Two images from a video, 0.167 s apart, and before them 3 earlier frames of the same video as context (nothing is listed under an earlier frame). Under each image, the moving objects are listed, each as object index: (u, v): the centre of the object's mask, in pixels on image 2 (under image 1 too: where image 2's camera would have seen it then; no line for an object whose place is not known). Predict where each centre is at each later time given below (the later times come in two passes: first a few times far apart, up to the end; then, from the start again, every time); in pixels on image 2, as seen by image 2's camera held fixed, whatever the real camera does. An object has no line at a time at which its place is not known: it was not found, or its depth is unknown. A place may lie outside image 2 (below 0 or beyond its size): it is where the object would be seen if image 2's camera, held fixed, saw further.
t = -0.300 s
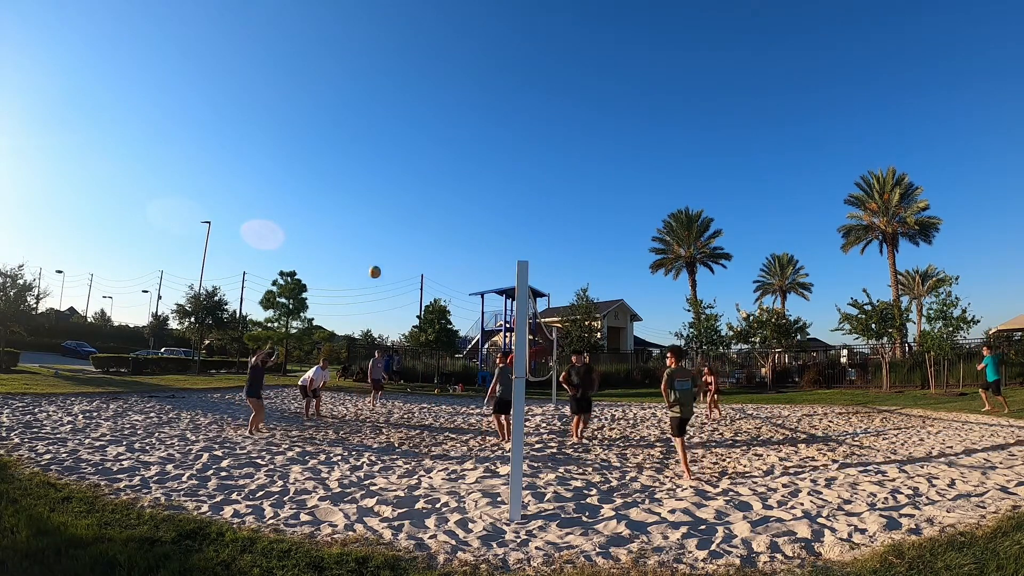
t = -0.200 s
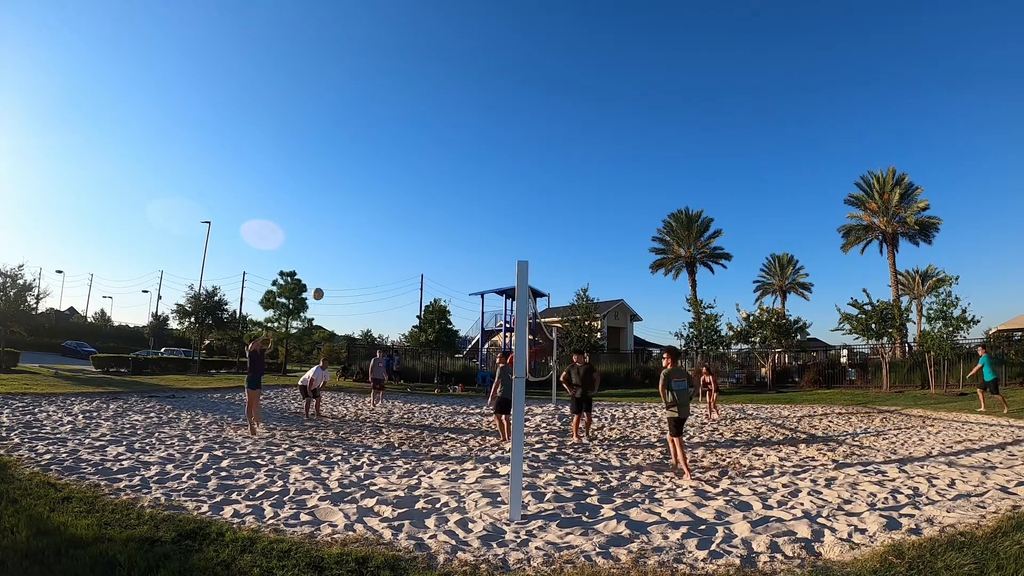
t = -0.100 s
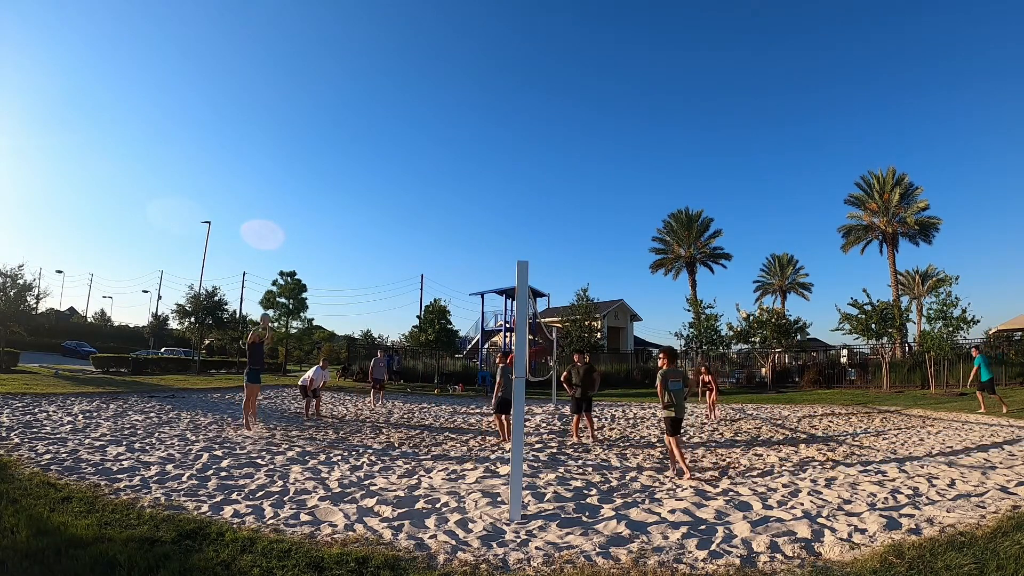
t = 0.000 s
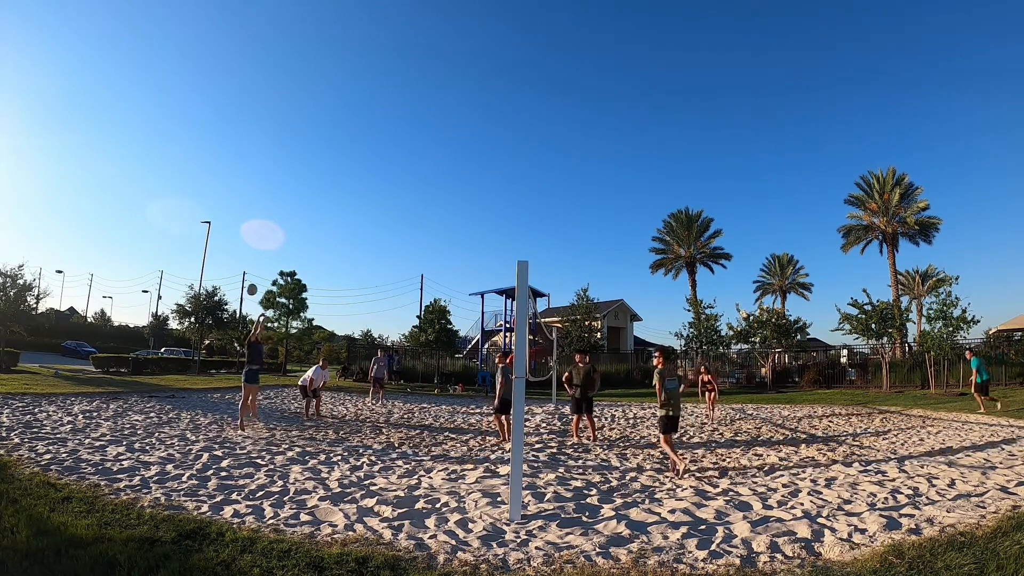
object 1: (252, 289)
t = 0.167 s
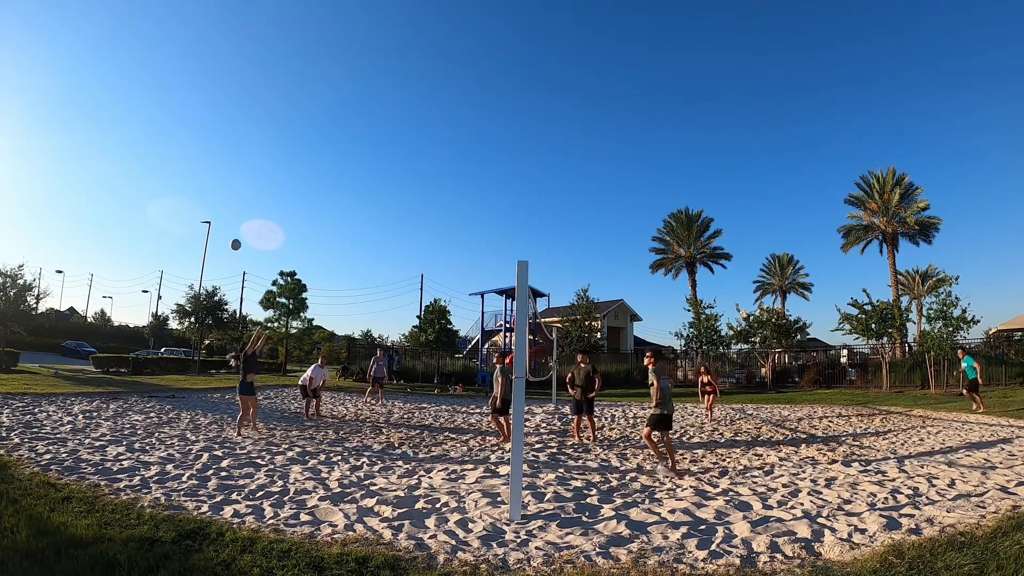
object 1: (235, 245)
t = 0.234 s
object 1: (229, 232)
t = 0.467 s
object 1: (205, 206)
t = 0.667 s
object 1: (182, 205)
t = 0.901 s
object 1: (154, 227)
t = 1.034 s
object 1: (137, 250)
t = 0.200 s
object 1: (232, 238)
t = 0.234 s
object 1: (229, 232)
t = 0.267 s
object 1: (226, 226)
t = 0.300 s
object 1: (222, 221)
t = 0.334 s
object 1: (219, 217)
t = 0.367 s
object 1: (215, 214)
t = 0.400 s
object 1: (212, 210)
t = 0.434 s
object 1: (208, 208)
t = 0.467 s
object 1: (205, 206)
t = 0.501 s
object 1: (201, 204)
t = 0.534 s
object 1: (197, 203)
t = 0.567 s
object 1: (194, 203)
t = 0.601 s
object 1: (190, 203)
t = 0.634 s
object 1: (186, 204)
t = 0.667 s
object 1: (182, 205)
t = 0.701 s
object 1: (178, 207)
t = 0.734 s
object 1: (174, 209)
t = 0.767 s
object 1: (170, 211)
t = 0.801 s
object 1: (166, 215)
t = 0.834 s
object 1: (162, 218)
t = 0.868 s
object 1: (158, 222)
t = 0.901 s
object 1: (154, 227)
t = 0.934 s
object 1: (150, 232)
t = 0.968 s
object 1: (146, 237)
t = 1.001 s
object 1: (141, 243)
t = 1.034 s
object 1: (137, 250)
